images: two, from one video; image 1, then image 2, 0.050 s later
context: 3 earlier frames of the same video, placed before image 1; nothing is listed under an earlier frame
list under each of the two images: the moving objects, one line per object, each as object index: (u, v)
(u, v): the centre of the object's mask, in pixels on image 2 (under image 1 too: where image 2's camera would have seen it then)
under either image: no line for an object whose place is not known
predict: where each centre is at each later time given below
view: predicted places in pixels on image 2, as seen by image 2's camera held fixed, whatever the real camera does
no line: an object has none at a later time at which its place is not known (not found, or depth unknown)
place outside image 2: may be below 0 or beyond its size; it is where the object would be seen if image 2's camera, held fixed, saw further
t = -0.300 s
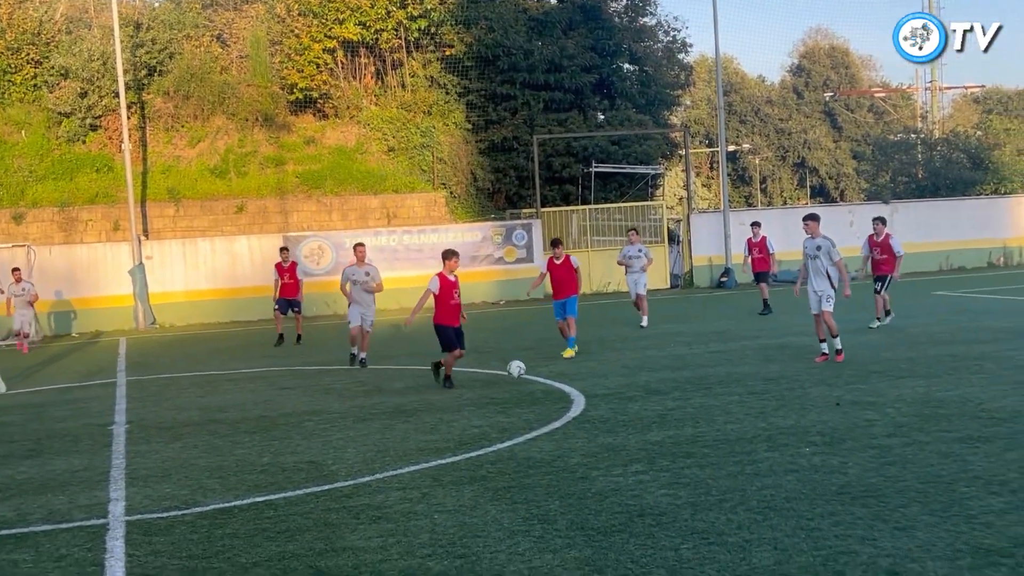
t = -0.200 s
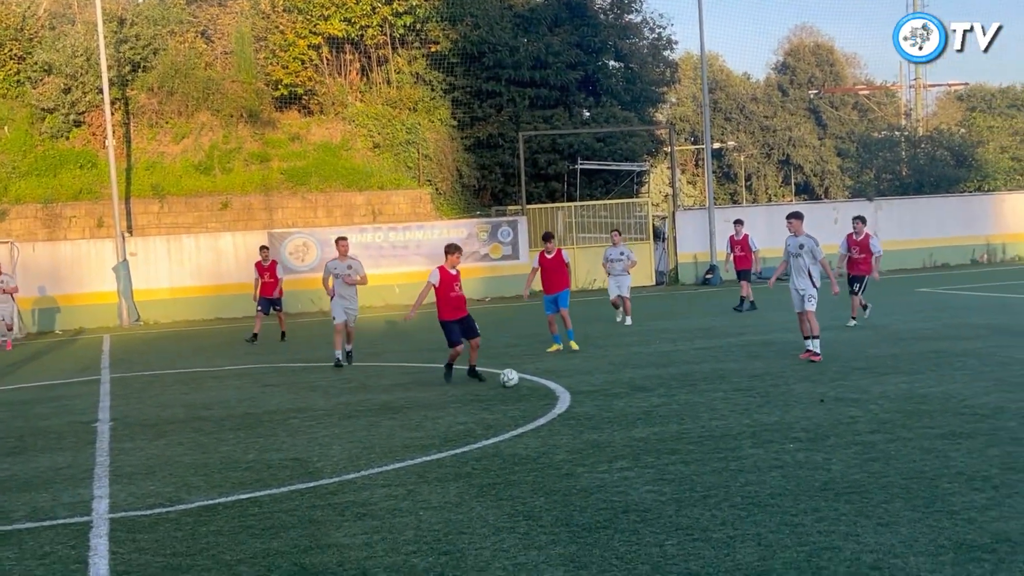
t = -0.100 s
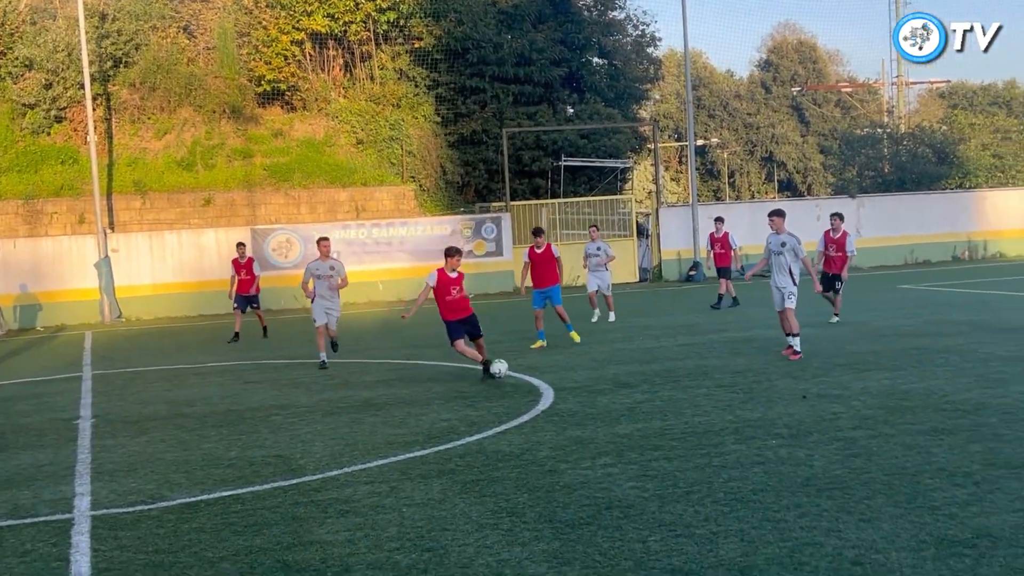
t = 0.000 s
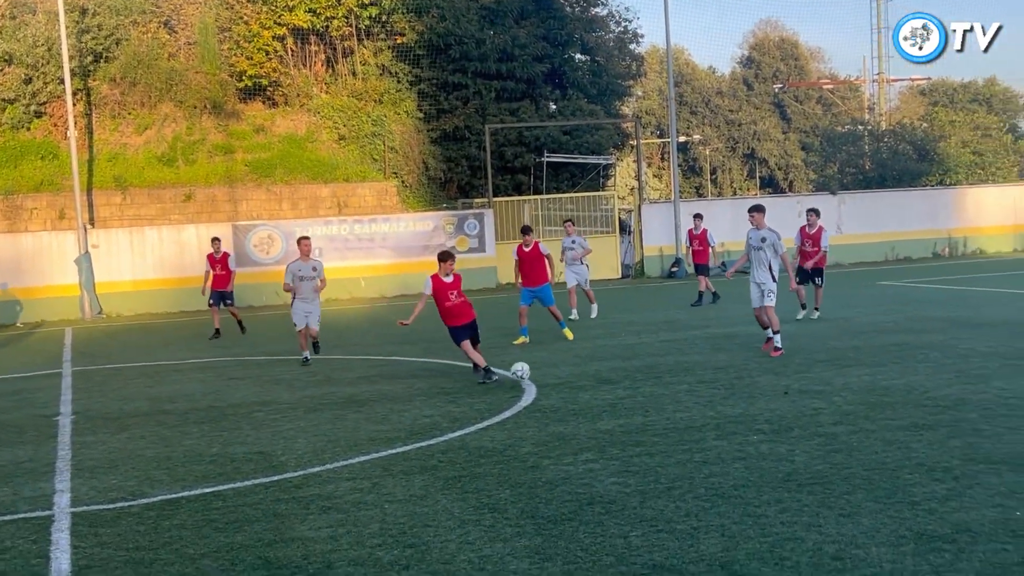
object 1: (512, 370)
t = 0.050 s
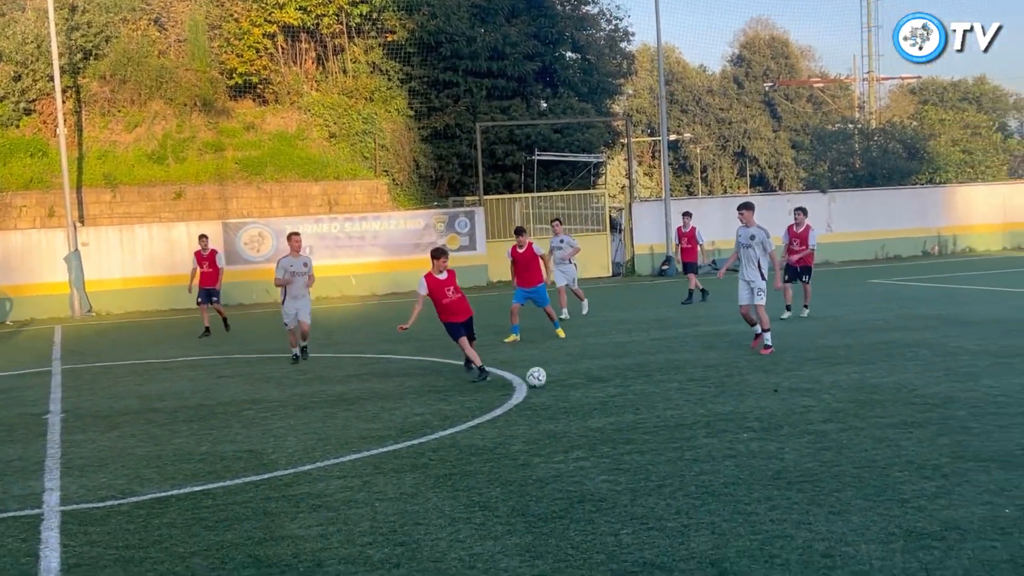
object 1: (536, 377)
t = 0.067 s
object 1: (545, 380)
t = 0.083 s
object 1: (552, 380)
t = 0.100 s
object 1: (560, 380)
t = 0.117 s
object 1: (568, 380)
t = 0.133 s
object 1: (576, 380)
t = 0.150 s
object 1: (584, 380)
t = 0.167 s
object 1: (592, 380)
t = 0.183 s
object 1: (600, 381)
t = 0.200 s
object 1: (608, 383)
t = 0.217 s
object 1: (617, 384)
